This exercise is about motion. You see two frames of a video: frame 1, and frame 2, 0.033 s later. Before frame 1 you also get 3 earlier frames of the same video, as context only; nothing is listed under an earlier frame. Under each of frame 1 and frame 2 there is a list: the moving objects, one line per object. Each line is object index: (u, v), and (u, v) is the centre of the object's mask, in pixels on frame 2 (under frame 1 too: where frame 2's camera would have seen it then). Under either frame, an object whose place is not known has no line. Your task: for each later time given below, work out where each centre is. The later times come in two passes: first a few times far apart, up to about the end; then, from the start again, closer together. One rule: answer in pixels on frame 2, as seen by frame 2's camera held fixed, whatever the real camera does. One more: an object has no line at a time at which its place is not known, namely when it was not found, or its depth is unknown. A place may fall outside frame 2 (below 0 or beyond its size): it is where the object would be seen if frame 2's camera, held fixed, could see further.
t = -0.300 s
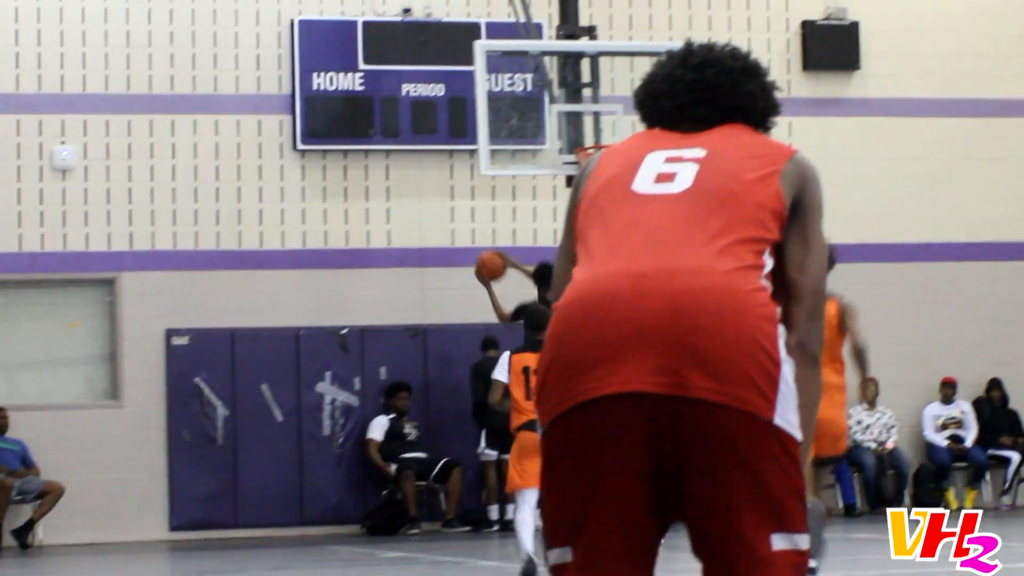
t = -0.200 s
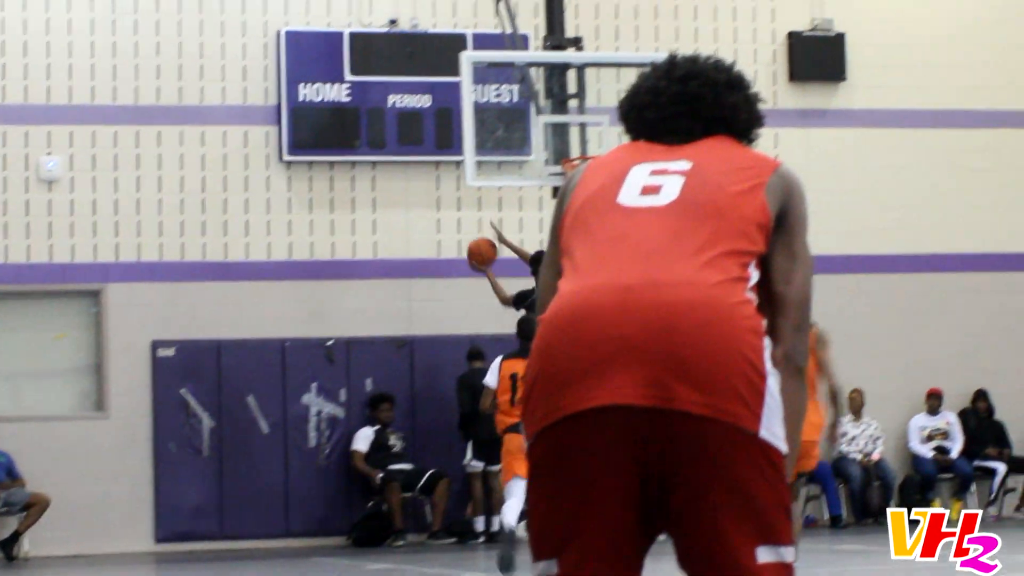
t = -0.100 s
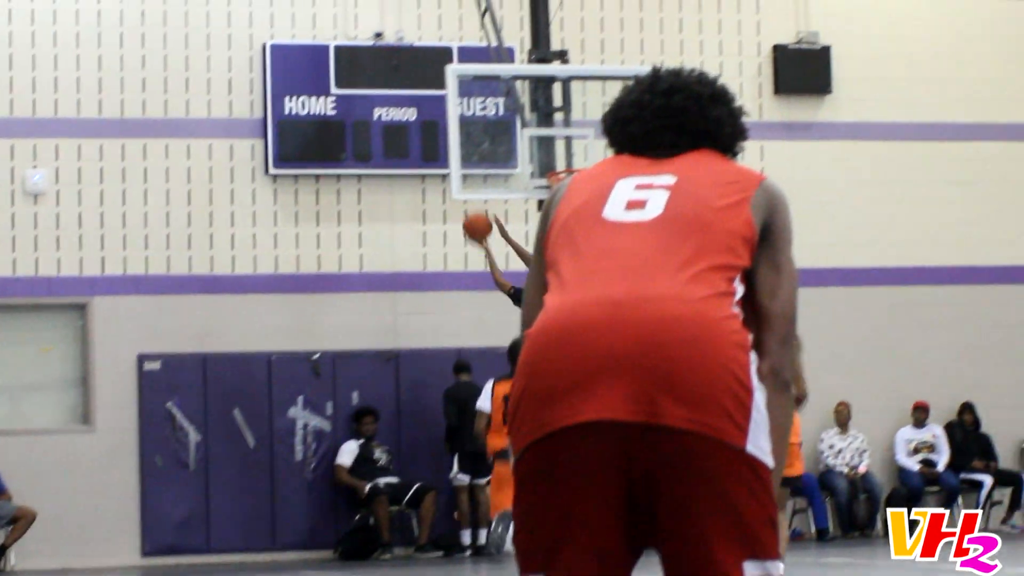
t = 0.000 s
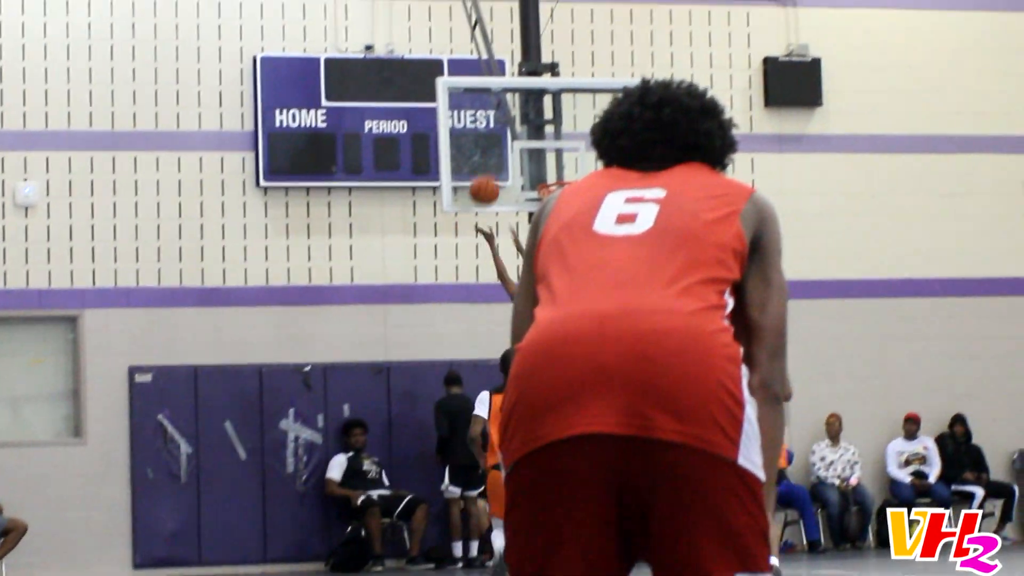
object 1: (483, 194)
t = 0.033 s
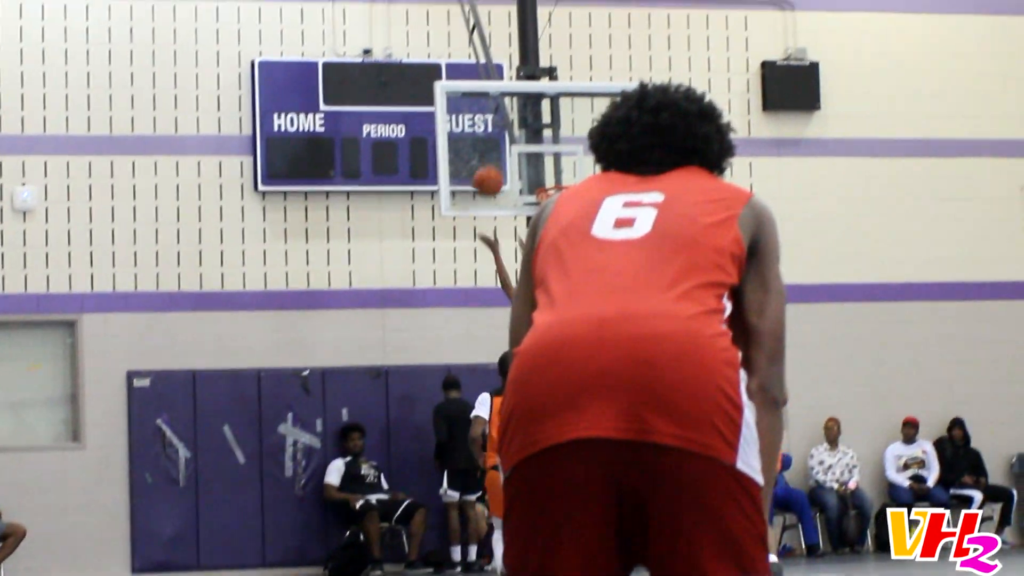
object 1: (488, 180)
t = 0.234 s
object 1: (522, 130)
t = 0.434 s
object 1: (552, 130)
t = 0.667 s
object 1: (577, 174)
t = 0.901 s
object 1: (548, 159)
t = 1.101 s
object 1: (551, 165)
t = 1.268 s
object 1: (563, 179)
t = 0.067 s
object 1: (493, 169)
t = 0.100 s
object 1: (499, 158)
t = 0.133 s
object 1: (504, 149)
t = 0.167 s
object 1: (510, 141)
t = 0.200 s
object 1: (517, 134)
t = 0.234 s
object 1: (522, 130)
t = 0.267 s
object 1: (527, 127)
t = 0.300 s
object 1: (531, 126)
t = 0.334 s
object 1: (536, 125)
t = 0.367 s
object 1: (541, 125)
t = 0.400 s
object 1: (546, 127)
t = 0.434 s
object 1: (552, 130)
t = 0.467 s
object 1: (558, 135)
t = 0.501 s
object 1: (563, 141)
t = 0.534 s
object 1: (569, 149)
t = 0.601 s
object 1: (580, 167)
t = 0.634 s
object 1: (583, 173)
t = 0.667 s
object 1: (577, 174)
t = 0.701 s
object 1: (568, 174)
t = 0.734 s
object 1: (559, 175)
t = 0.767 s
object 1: (550, 176)
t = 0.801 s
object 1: (548, 174)
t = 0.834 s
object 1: (548, 167)
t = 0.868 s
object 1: (548, 163)
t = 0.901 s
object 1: (548, 159)
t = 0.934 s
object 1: (549, 157)
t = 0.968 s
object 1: (549, 156)
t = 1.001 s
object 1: (550, 156)
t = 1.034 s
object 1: (550, 158)
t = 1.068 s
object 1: (551, 160)
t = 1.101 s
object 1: (551, 165)
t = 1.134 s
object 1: (552, 171)
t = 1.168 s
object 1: (553, 176)
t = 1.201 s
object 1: (553, 179)
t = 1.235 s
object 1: (559, 178)
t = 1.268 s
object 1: (563, 179)
